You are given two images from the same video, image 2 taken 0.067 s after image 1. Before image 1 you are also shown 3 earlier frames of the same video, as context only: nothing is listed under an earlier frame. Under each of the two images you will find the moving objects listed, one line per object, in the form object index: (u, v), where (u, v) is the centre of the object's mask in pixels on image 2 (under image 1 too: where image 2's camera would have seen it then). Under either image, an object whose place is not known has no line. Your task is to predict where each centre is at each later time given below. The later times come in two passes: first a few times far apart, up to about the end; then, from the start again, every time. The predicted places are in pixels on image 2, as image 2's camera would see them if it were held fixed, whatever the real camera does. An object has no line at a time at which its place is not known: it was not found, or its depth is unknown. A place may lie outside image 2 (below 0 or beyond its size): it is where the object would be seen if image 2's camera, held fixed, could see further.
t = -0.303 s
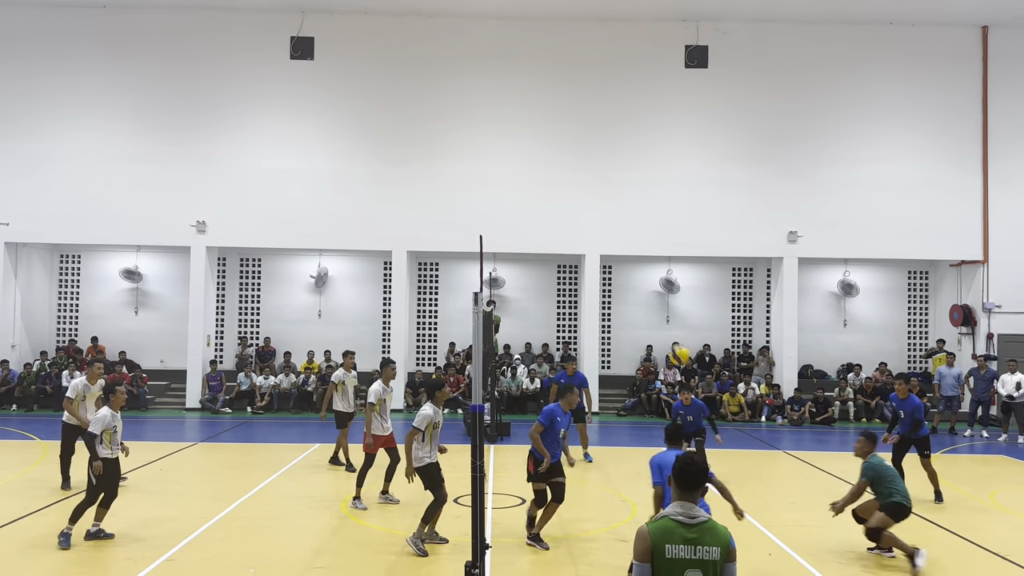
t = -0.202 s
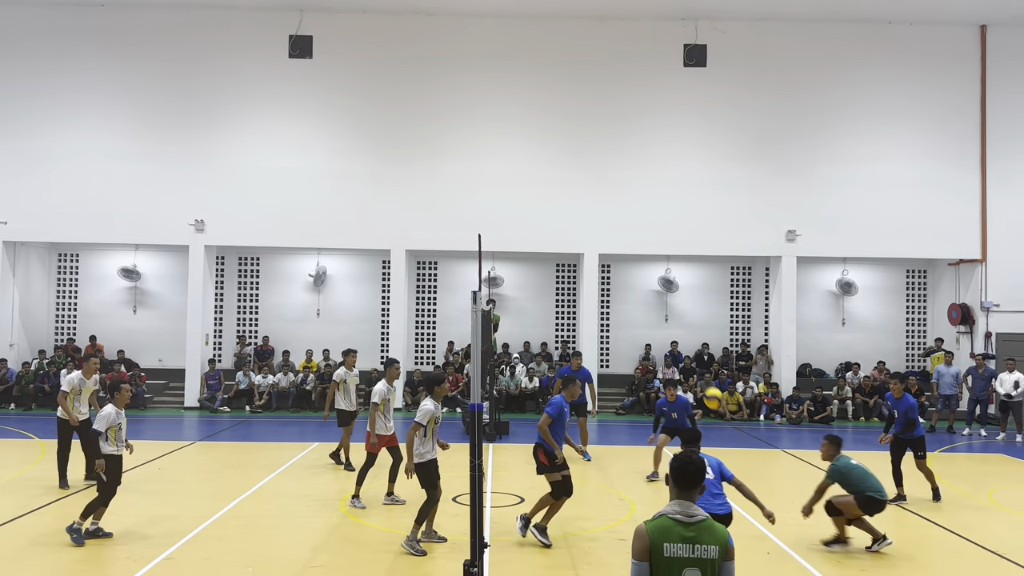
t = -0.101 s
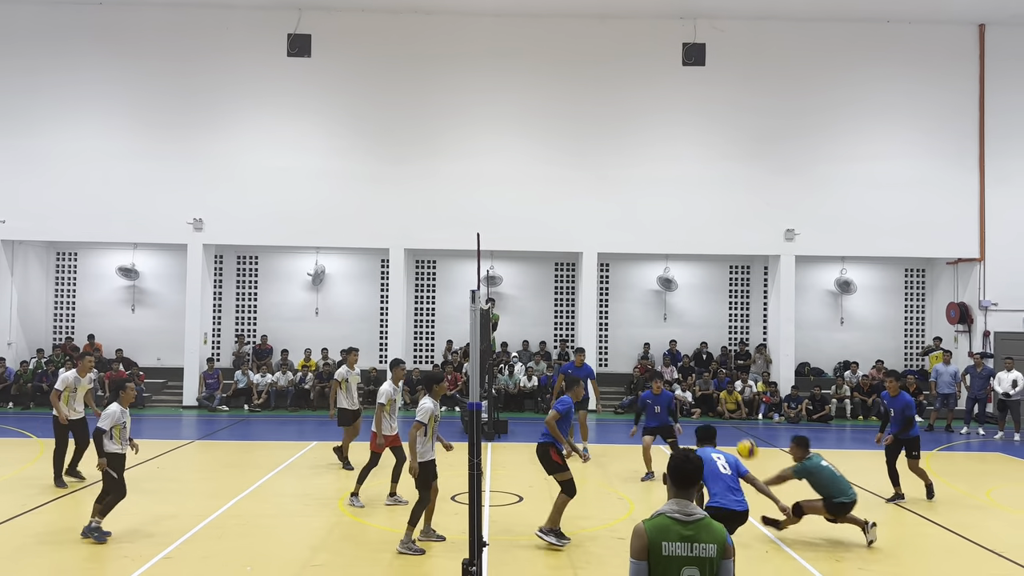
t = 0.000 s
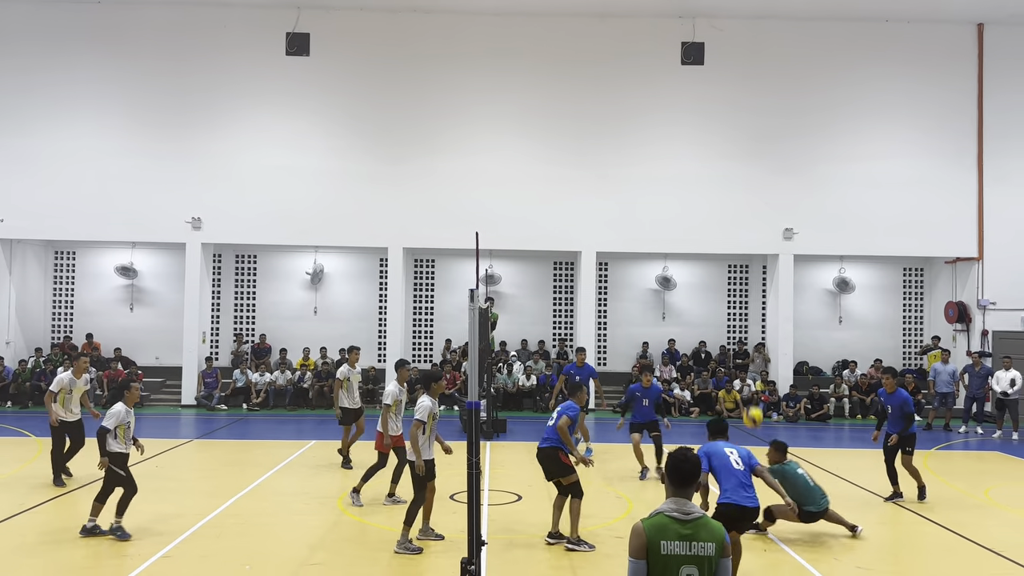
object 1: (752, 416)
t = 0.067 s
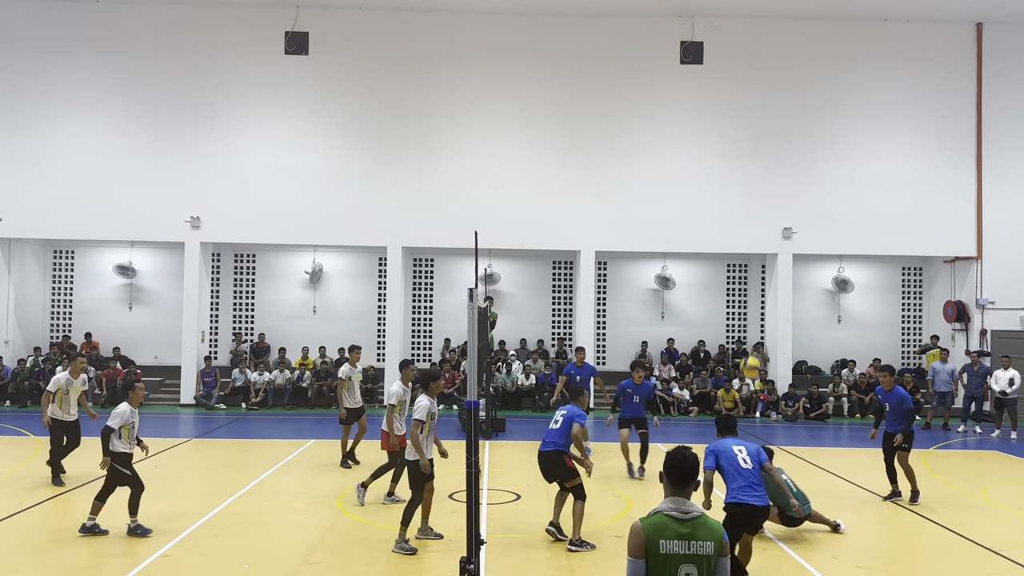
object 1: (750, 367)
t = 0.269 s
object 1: (748, 250)
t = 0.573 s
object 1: (750, 150)
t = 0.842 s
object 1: (752, 129)
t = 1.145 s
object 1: (752, 173)
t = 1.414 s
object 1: (751, 268)
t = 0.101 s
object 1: (749, 346)
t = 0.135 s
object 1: (748, 323)
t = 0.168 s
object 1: (748, 303)
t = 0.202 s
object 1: (748, 284)
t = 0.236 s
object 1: (748, 266)
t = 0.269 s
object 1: (748, 250)
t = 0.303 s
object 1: (747, 235)
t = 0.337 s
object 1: (748, 221)
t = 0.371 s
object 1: (748, 207)
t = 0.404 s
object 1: (748, 195)
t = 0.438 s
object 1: (748, 184)
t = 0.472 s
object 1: (749, 174)
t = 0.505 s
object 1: (749, 165)
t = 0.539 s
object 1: (749, 157)
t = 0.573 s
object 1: (750, 150)
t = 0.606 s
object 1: (749, 144)
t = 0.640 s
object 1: (750, 139)
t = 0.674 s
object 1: (750, 135)
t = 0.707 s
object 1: (751, 132)
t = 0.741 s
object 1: (751, 130)
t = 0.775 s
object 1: (751, 129)
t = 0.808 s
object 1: (751, 128)
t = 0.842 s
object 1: (752, 129)
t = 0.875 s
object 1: (752, 130)
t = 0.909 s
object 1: (752, 133)
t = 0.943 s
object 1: (752, 136)
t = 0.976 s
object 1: (752, 140)
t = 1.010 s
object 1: (752, 145)
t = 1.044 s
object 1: (752, 151)
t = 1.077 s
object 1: (752, 157)
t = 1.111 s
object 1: (752, 165)
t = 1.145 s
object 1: (752, 173)
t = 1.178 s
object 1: (753, 182)
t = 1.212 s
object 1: (752, 193)
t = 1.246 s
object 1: (752, 204)
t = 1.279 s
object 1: (751, 215)
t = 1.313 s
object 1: (751, 227)
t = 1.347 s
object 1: (752, 240)
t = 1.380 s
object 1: (751, 254)
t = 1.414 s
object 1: (751, 268)
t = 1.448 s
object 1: (751, 284)
